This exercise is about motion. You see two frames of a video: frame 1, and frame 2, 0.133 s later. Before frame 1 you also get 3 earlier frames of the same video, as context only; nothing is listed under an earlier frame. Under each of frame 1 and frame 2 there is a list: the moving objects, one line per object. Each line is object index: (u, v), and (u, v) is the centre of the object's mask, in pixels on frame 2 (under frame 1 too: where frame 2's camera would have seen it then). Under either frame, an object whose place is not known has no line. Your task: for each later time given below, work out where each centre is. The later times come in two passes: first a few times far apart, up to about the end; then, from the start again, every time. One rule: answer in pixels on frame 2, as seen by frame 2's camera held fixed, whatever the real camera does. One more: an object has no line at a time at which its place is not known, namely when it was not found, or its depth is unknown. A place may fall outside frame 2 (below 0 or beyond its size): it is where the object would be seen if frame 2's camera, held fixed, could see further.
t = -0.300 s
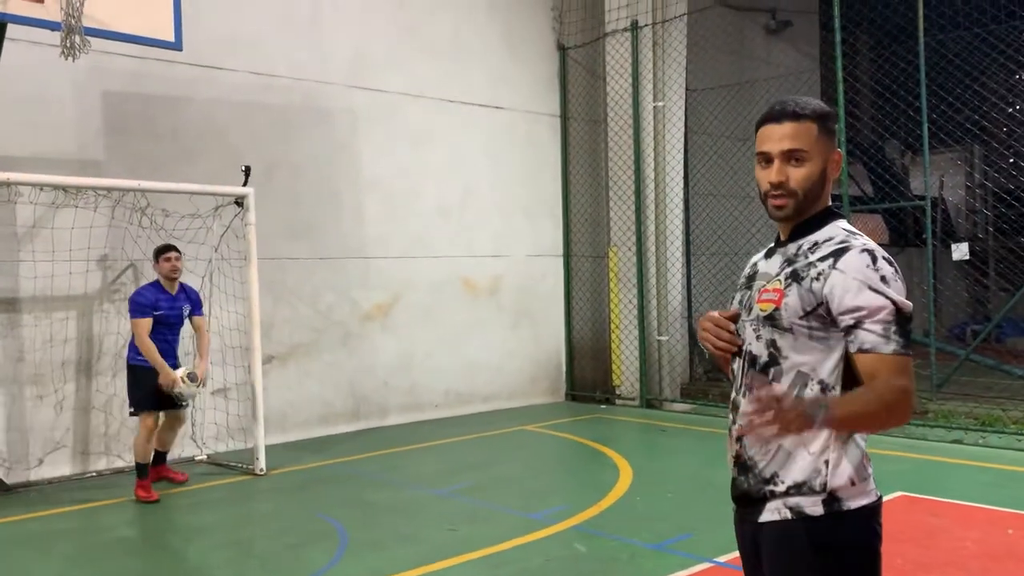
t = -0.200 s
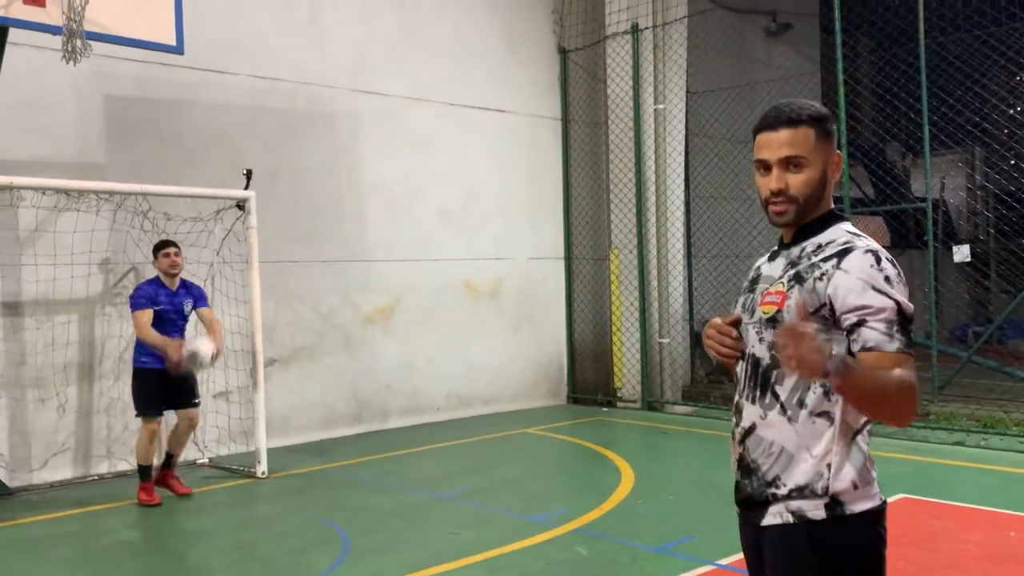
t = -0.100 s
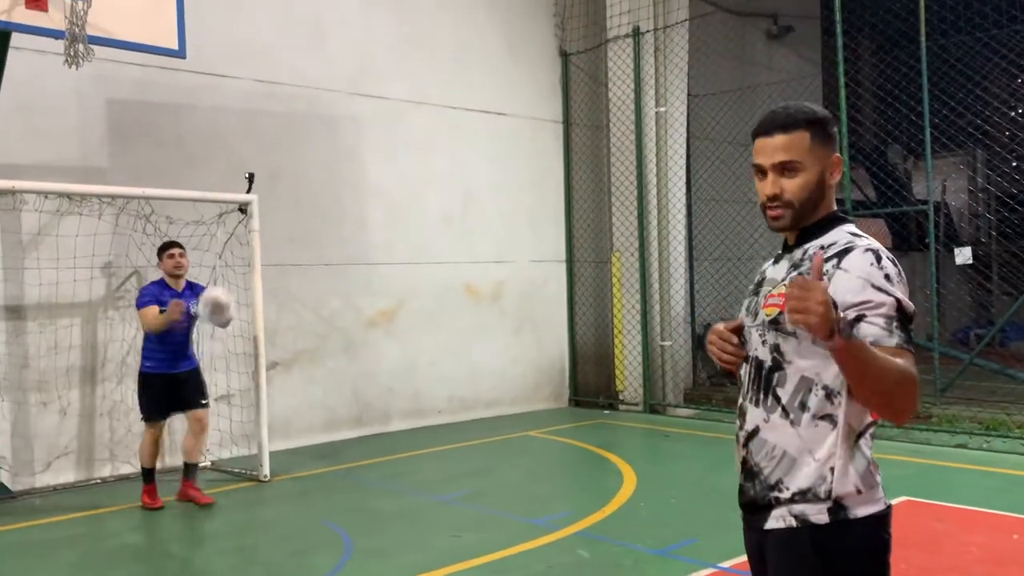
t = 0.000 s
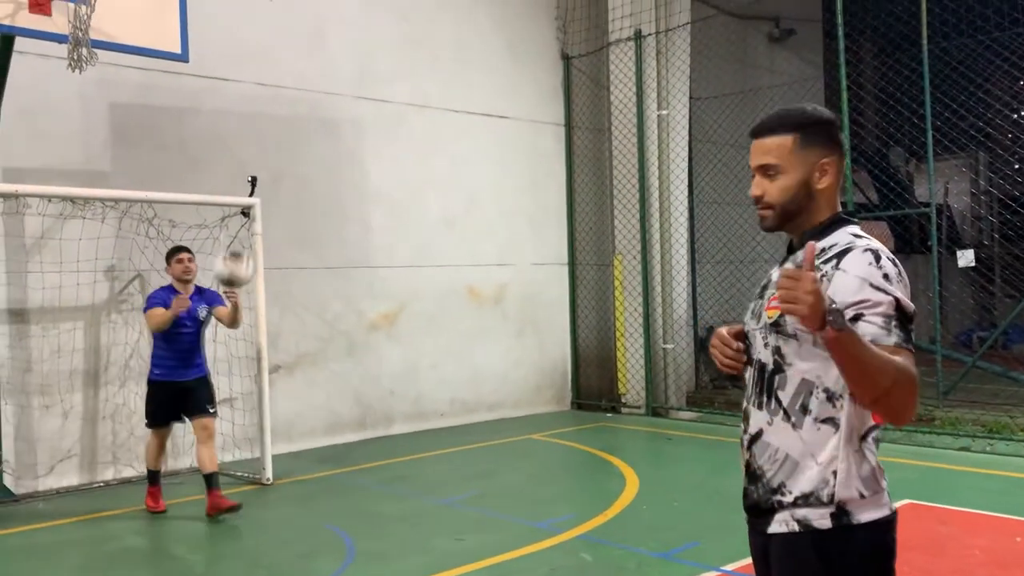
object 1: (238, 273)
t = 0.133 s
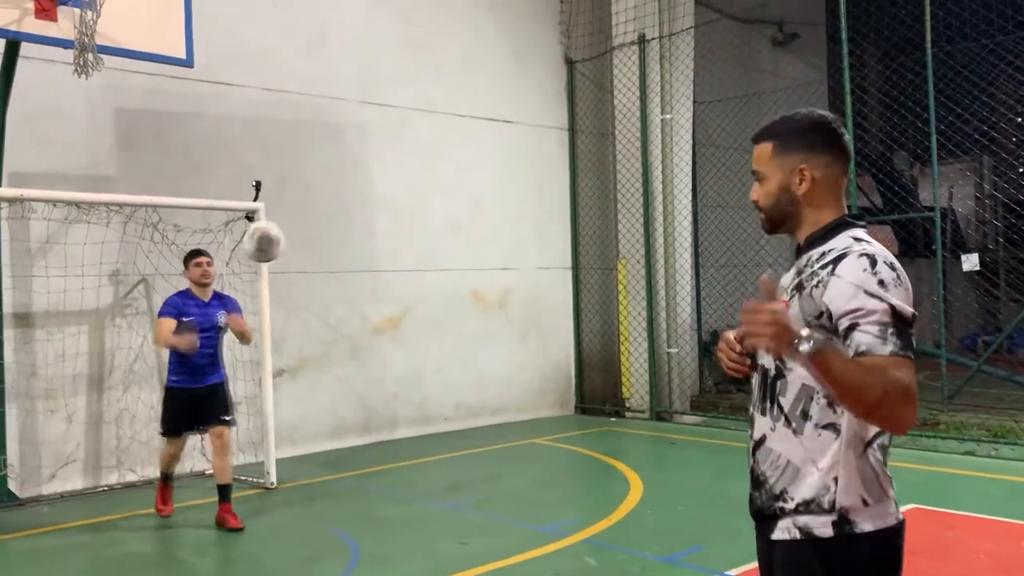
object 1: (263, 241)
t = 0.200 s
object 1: (277, 236)
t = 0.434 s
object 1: (341, 298)
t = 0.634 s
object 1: (420, 497)
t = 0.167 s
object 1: (269, 238)
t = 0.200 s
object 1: (277, 236)
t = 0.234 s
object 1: (285, 238)
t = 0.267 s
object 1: (293, 241)
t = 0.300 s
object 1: (302, 247)
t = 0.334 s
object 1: (310, 254)
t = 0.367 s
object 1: (320, 266)
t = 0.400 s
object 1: (330, 281)
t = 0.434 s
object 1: (341, 298)
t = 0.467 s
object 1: (353, 322)
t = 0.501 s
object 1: (367, 348)
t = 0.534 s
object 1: (379, 376)
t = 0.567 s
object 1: (392, 410)
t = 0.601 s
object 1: (406, 451)
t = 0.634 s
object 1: (420, 497)
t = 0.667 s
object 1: (433, 539)
